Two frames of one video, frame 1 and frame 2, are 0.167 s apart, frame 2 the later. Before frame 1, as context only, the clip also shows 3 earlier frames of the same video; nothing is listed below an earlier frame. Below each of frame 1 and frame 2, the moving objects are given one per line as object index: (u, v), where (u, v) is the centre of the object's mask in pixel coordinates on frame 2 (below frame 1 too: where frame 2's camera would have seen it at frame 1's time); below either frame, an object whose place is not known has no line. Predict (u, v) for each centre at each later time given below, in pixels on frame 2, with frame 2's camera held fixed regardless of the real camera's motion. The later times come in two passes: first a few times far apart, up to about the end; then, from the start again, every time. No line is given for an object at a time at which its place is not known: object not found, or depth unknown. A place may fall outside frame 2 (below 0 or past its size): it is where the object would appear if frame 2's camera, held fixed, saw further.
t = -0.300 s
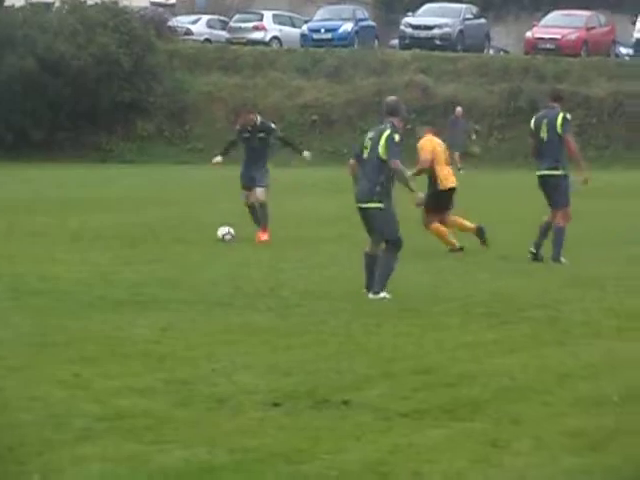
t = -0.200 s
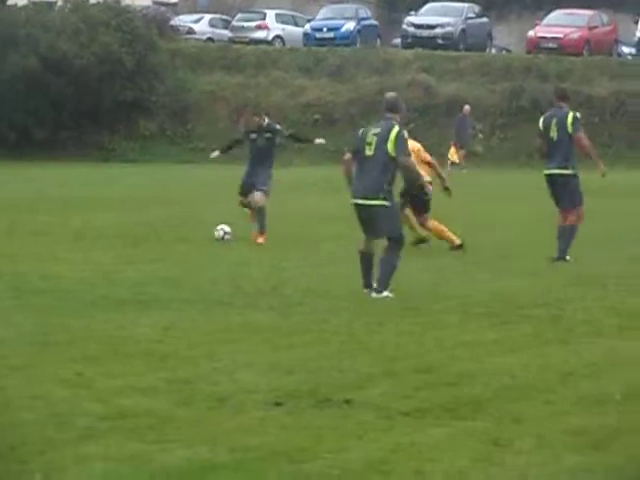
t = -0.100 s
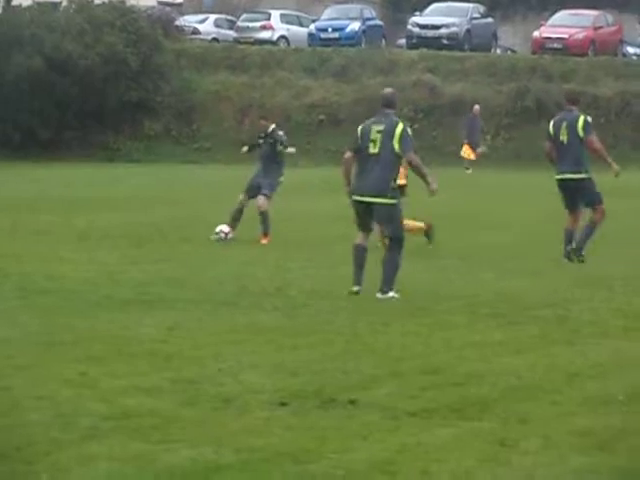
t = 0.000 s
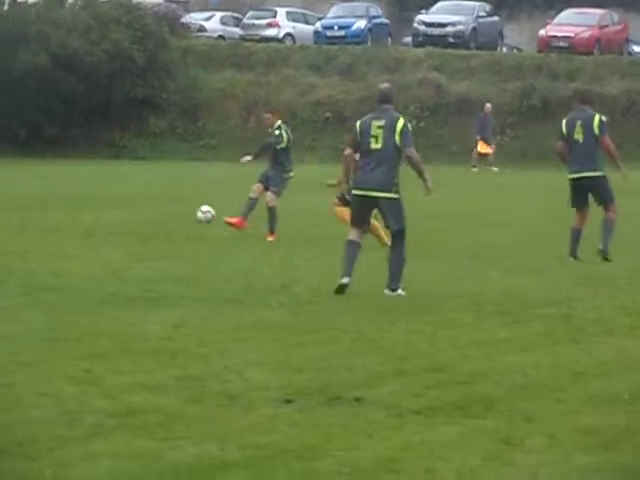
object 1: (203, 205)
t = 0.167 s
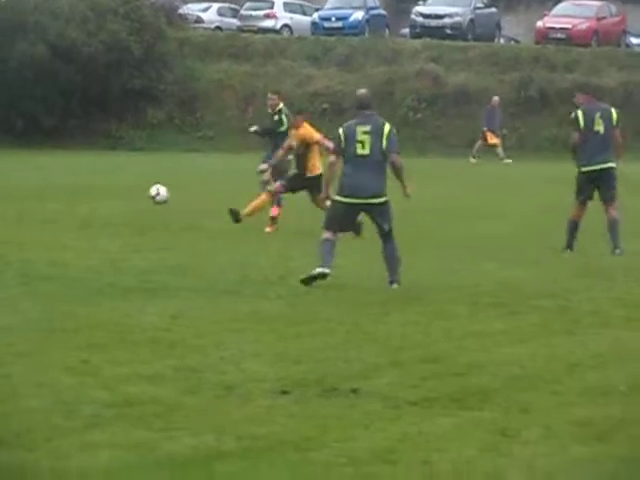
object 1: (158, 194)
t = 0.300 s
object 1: (122, 200)
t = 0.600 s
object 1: (36, 239)
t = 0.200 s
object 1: (150, 194)
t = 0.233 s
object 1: (141, 195)
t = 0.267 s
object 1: (132, 197)
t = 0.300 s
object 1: (122, 200)
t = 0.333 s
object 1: (113, 204)
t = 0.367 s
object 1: (103, 209)
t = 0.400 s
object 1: (92, 215)
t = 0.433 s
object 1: (82, 223)
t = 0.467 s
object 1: (71, 233)
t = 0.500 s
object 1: (61, 243)
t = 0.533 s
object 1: (52, 250)
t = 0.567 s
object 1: (43, 245)
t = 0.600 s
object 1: (36, 239)
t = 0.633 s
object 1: (28, 234)
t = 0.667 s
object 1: (21, 231)
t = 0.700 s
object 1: (13, 229)
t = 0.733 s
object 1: (6, 229)
